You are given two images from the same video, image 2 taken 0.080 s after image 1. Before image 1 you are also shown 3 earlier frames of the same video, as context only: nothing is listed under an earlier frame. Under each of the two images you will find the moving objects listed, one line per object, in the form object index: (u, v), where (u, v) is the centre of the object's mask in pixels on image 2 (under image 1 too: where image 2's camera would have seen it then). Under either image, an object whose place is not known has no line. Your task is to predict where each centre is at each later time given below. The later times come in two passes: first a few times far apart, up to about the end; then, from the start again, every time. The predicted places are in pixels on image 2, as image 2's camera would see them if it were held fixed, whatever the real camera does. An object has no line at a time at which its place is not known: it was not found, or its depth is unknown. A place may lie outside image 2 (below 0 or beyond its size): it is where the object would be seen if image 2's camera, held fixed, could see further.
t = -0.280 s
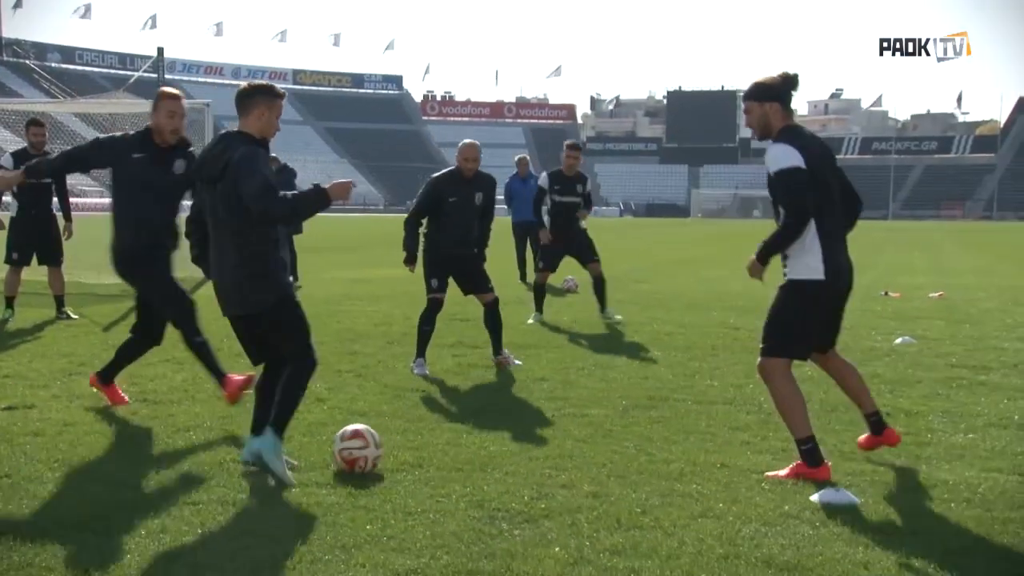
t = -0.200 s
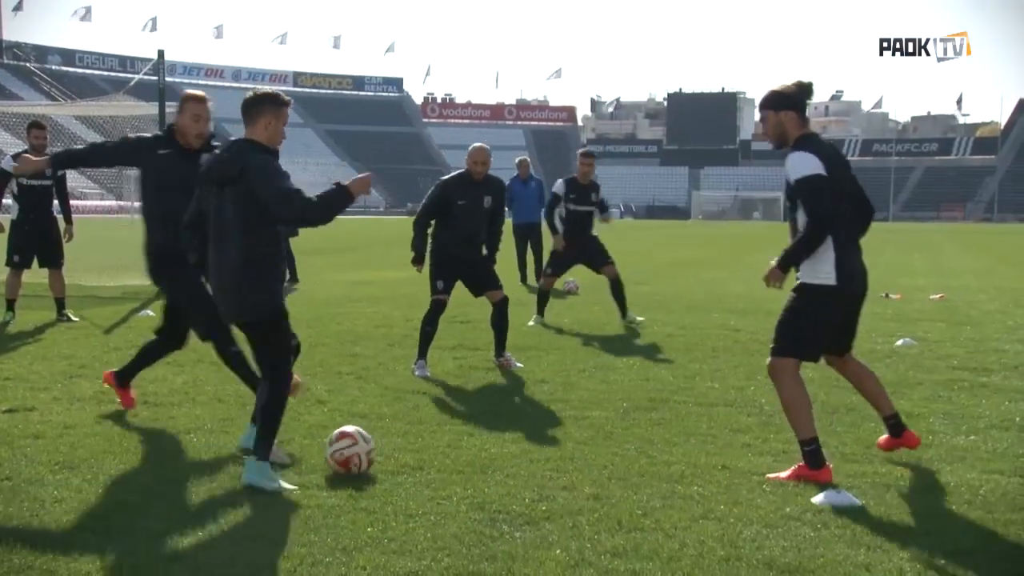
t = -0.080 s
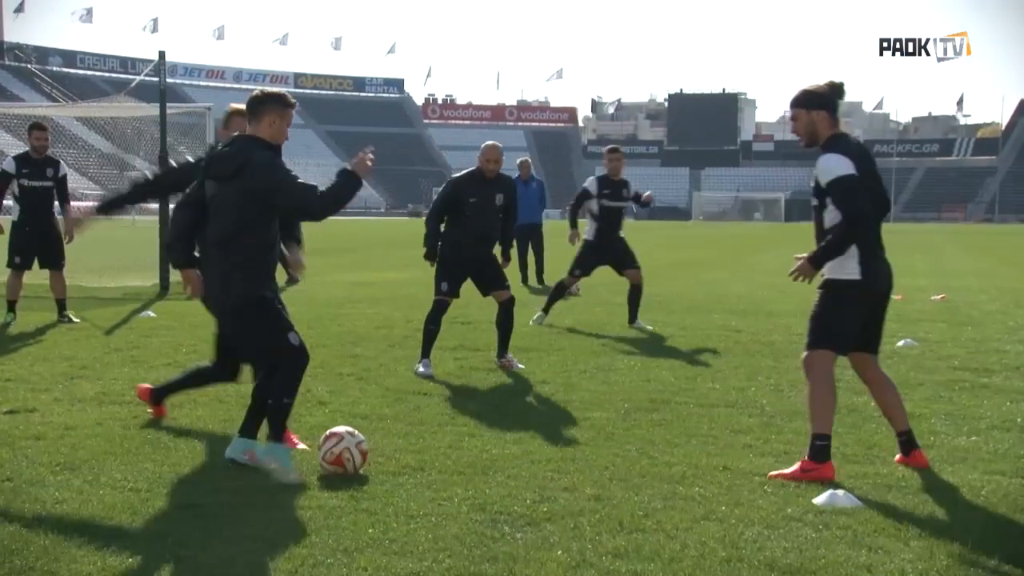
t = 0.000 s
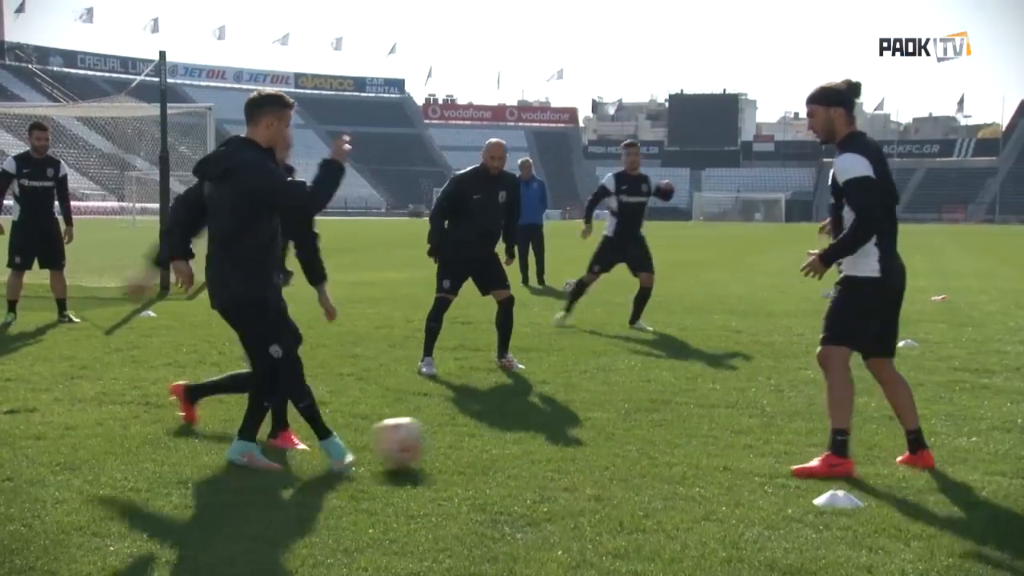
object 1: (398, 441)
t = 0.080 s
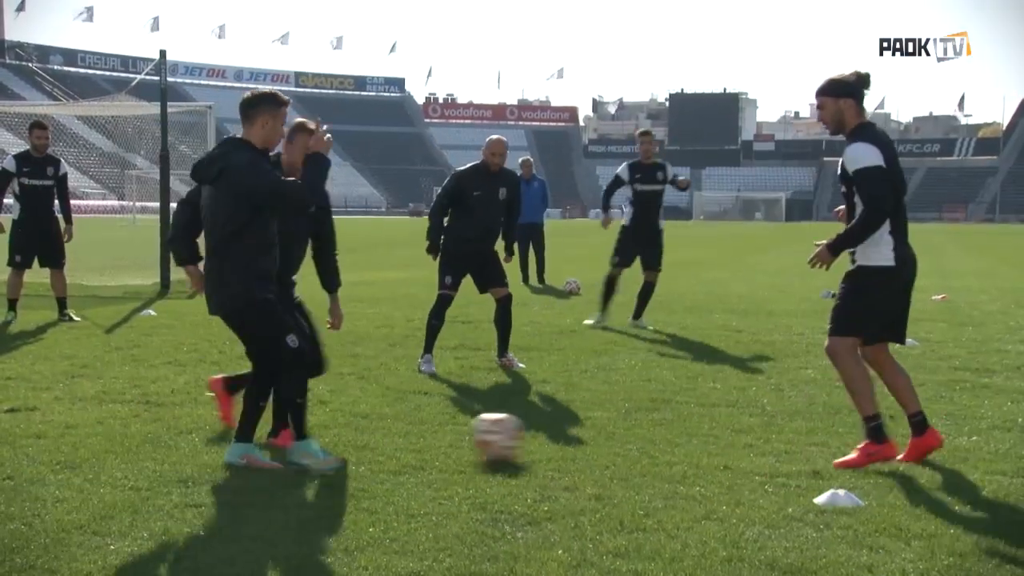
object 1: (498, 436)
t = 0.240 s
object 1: (647, 429)
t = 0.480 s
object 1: (791, 422)
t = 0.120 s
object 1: (543, 438)
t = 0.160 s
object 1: (579, 434)
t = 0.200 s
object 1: (614, 431)
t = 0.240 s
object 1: (647, 429)
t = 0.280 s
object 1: (678, 429)
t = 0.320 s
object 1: (703, 427)
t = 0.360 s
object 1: (727, 425)
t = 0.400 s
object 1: (750, 425)
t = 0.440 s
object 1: (770, 423)
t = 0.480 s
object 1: (791, 422)
